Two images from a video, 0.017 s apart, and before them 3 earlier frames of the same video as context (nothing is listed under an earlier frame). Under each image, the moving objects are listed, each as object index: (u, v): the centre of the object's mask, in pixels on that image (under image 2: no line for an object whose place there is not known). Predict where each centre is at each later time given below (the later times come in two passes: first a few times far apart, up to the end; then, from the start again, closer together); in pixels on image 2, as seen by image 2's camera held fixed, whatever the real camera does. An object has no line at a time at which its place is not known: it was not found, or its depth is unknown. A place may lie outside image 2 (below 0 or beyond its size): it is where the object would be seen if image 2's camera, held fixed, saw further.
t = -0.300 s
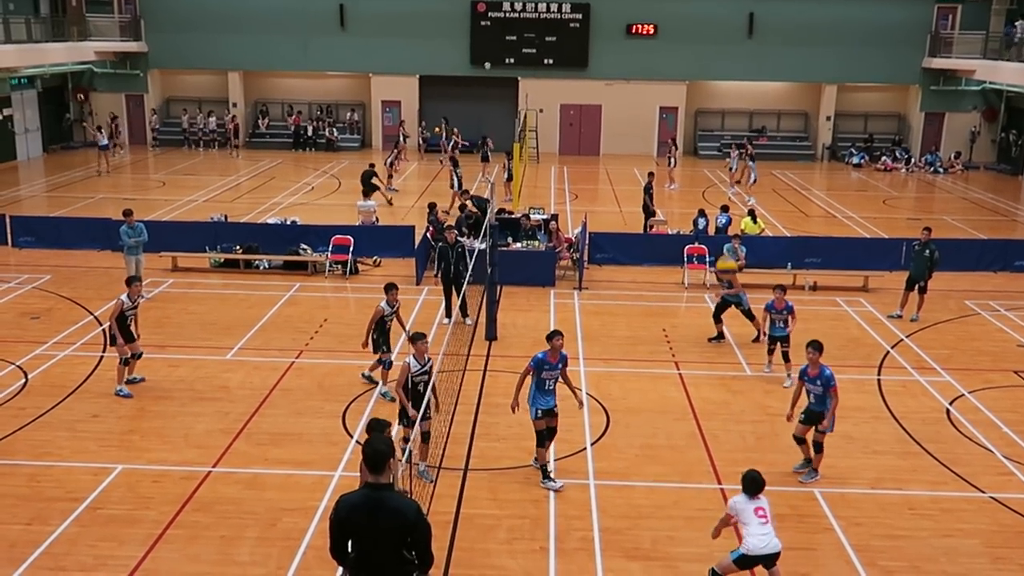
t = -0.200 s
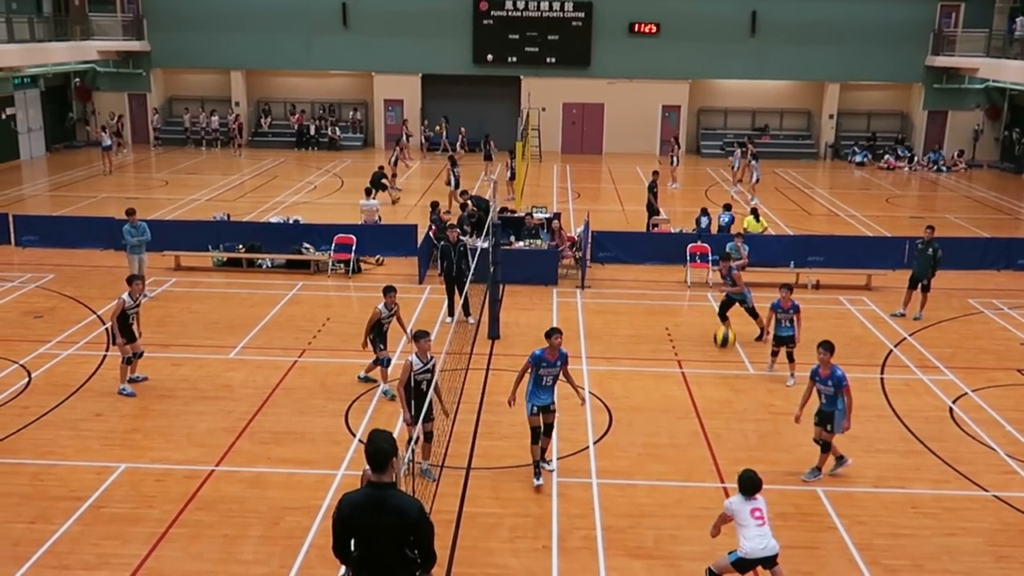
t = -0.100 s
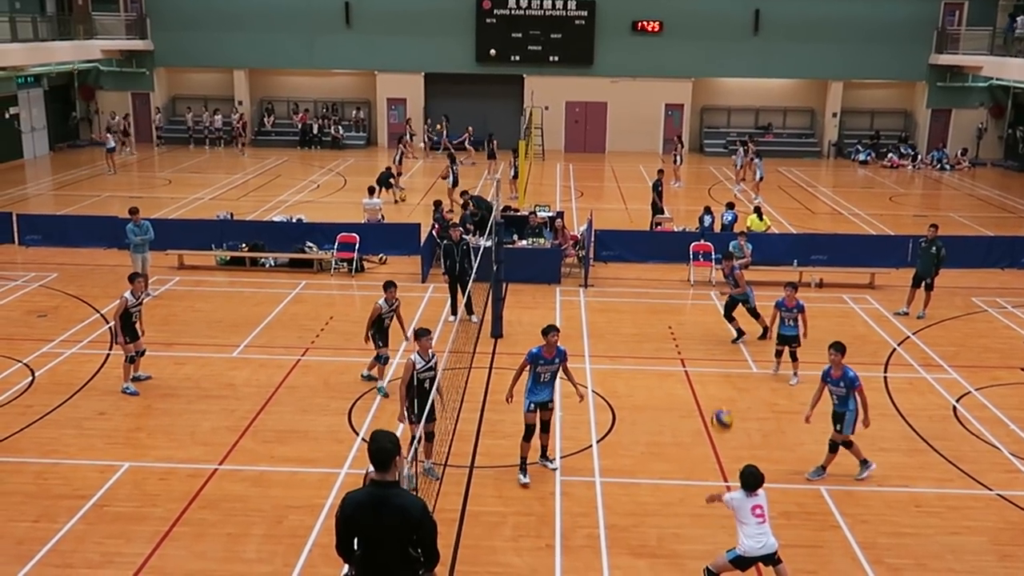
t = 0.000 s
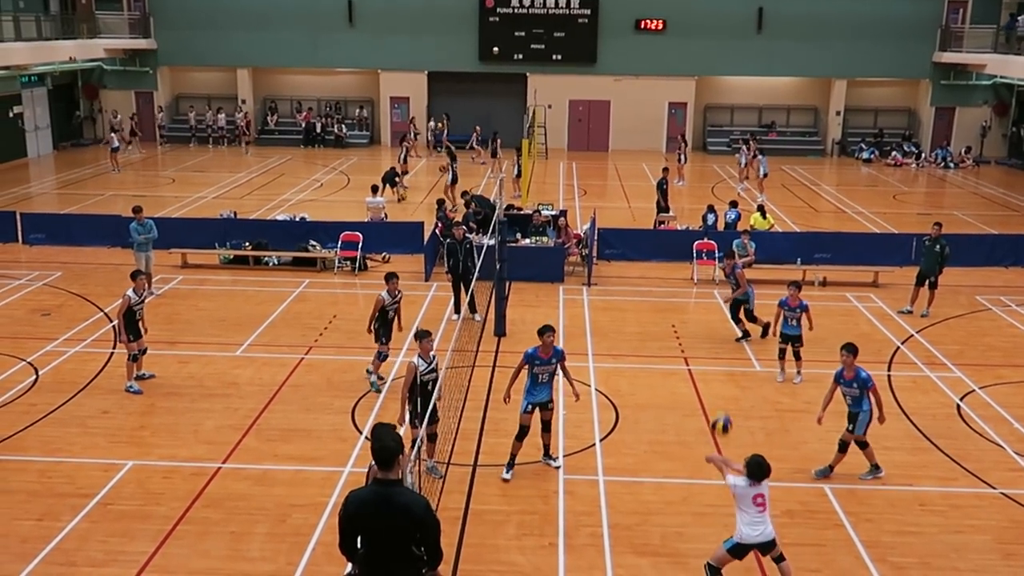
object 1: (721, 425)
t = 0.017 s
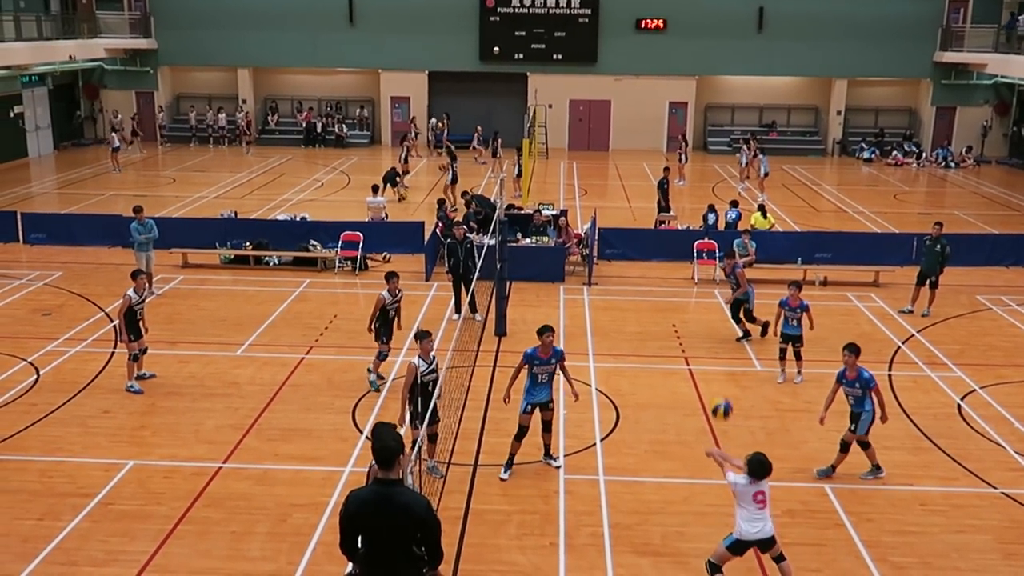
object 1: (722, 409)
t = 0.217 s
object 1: (716, 244)
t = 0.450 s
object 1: (709, 104)
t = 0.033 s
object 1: (721, 394)
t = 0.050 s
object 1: (721, 379)
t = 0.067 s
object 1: (720, 364)
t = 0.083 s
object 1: (720, 350)
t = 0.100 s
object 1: (719, 337)
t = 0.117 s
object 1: (719, 324)
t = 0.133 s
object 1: (718, 309)
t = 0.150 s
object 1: (718, 295)
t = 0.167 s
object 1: (717, 283)
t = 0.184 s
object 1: (717, 270)
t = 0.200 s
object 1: (716, 256)
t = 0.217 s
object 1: (716, 244)
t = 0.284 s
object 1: (715, 199)
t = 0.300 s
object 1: (715, 188)
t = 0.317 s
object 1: (715, 178)
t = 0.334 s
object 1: (715, 167)
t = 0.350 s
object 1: (714, 157)
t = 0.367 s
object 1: (712, 147)
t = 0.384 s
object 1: (711, 138)
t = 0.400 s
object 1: (711, 129)
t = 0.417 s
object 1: (710, 120)
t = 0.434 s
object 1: (709, 112)
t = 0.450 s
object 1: (709, 104)
